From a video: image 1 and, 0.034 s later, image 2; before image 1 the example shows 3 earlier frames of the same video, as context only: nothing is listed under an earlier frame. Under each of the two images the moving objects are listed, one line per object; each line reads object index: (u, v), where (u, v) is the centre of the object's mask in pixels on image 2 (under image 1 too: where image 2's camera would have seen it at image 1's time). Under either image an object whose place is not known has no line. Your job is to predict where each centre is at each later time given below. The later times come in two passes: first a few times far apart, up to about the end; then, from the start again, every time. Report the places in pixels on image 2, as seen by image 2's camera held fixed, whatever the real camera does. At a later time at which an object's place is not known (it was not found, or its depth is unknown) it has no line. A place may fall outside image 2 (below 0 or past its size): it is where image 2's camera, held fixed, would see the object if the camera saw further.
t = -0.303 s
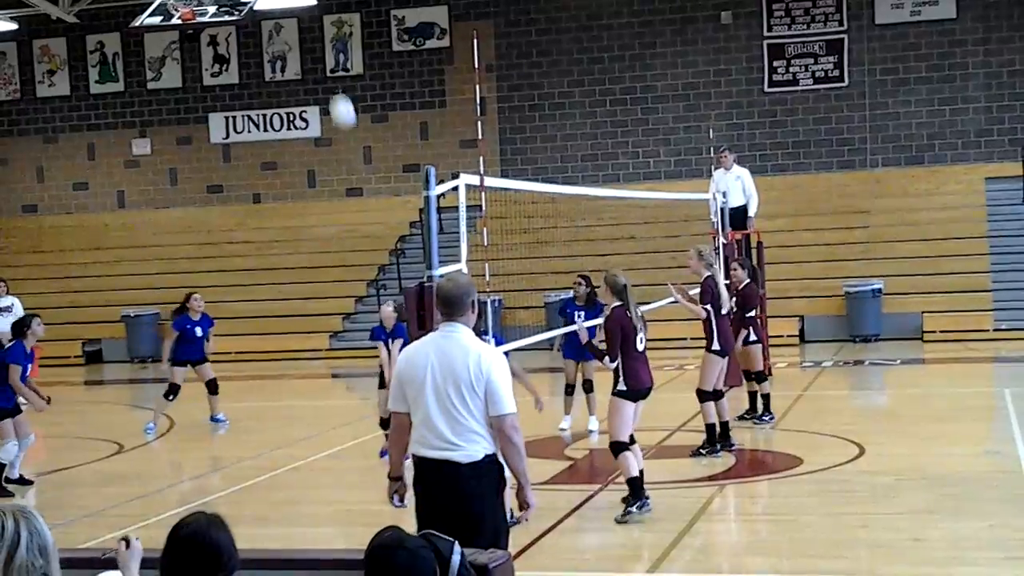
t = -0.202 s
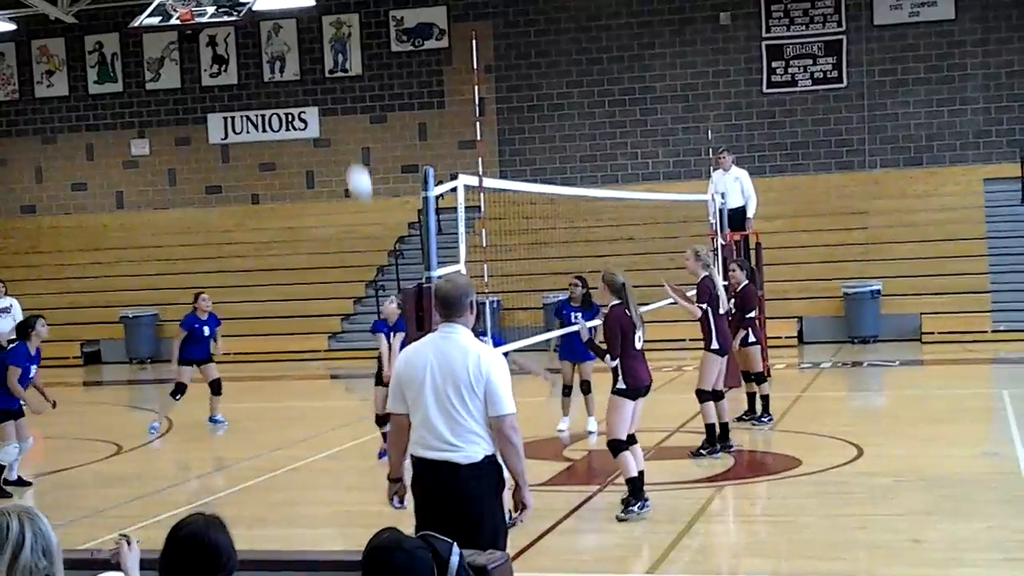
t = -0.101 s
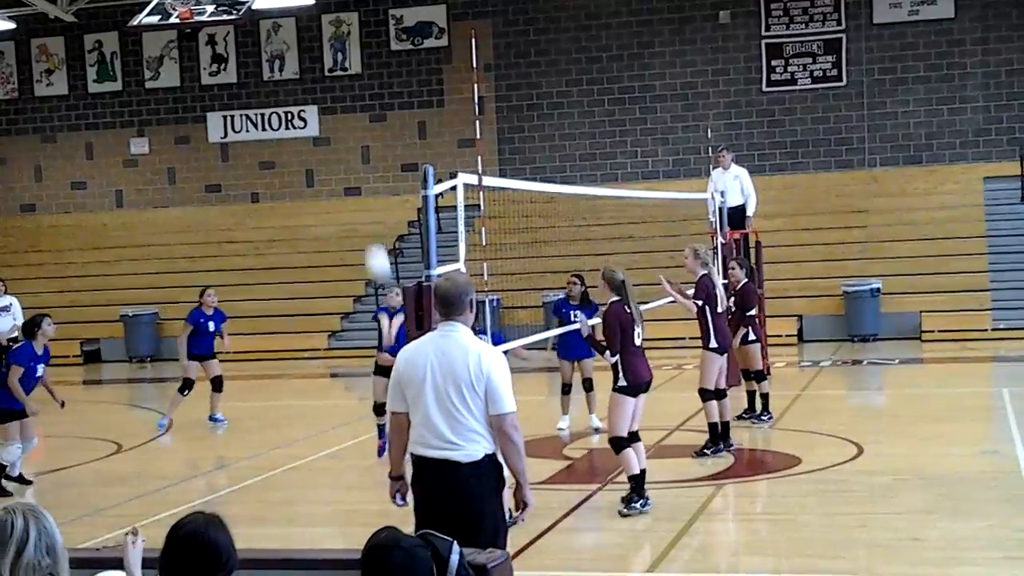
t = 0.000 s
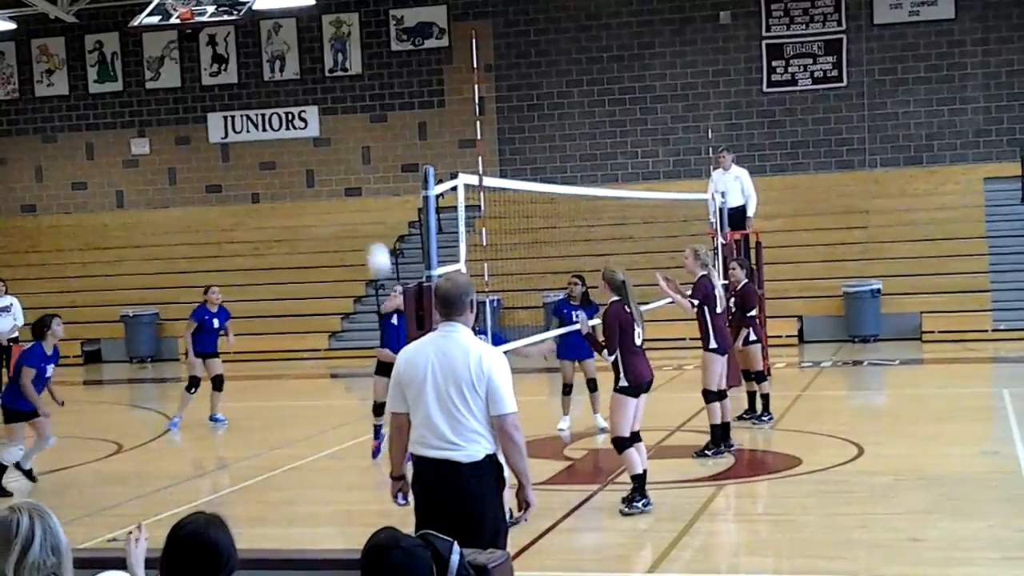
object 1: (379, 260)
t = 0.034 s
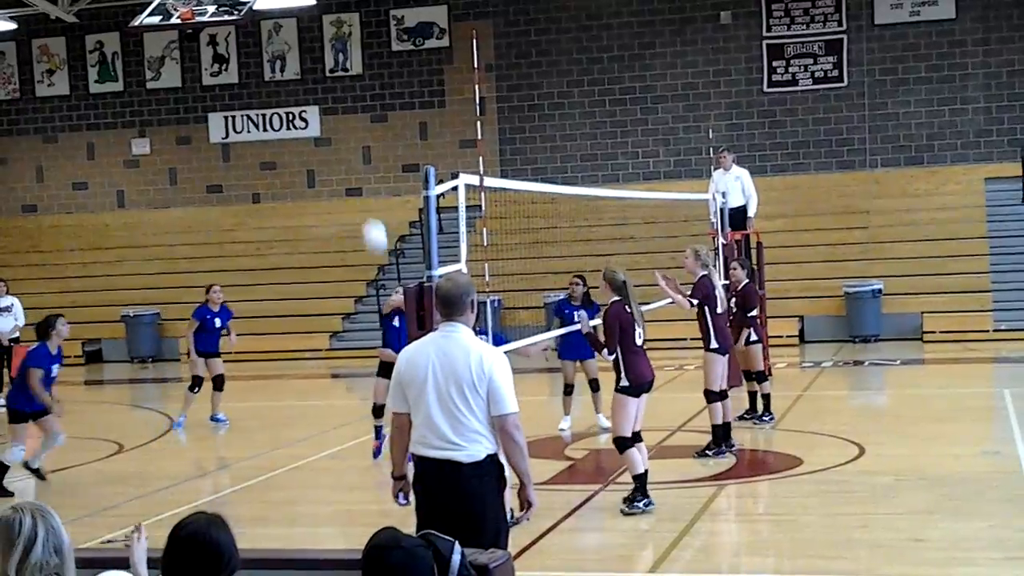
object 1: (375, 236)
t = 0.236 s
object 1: (346, 117)
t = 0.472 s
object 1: (314, 31)
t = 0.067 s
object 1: (370, 213)
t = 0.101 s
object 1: (365, 191)
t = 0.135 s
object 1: (360, 172)
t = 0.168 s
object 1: (355, 152)
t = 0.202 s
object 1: (351, 134)
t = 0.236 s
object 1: (346, 117)
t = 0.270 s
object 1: (341, 101)
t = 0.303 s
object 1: (337, 87)
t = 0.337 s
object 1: (332, 73)
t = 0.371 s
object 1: (327, 60)
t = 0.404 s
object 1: (322, 50)
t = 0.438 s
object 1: (318, 40)
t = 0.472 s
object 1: (314, 31)
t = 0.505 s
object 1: (310, 24)
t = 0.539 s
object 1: (306, 19)
